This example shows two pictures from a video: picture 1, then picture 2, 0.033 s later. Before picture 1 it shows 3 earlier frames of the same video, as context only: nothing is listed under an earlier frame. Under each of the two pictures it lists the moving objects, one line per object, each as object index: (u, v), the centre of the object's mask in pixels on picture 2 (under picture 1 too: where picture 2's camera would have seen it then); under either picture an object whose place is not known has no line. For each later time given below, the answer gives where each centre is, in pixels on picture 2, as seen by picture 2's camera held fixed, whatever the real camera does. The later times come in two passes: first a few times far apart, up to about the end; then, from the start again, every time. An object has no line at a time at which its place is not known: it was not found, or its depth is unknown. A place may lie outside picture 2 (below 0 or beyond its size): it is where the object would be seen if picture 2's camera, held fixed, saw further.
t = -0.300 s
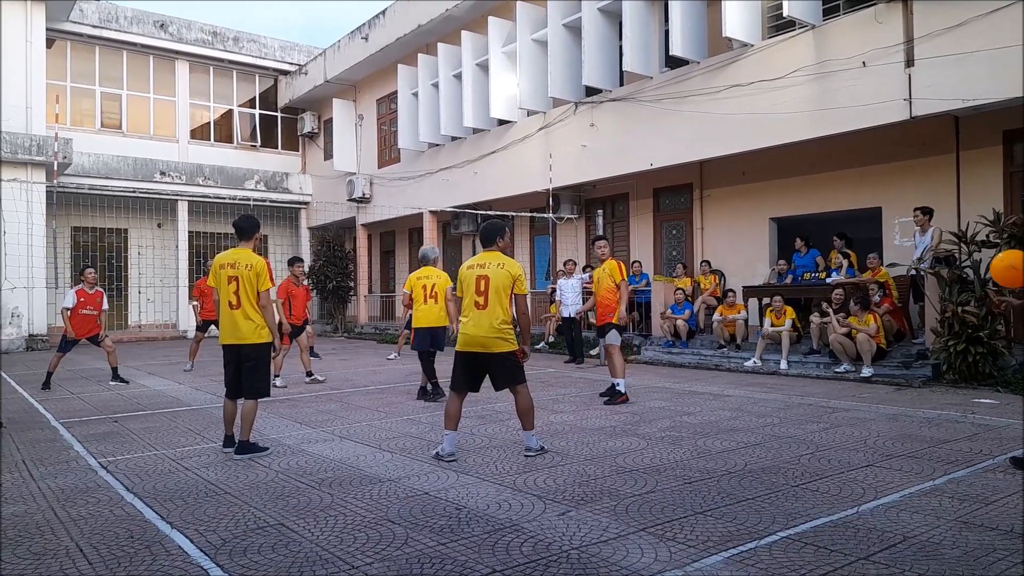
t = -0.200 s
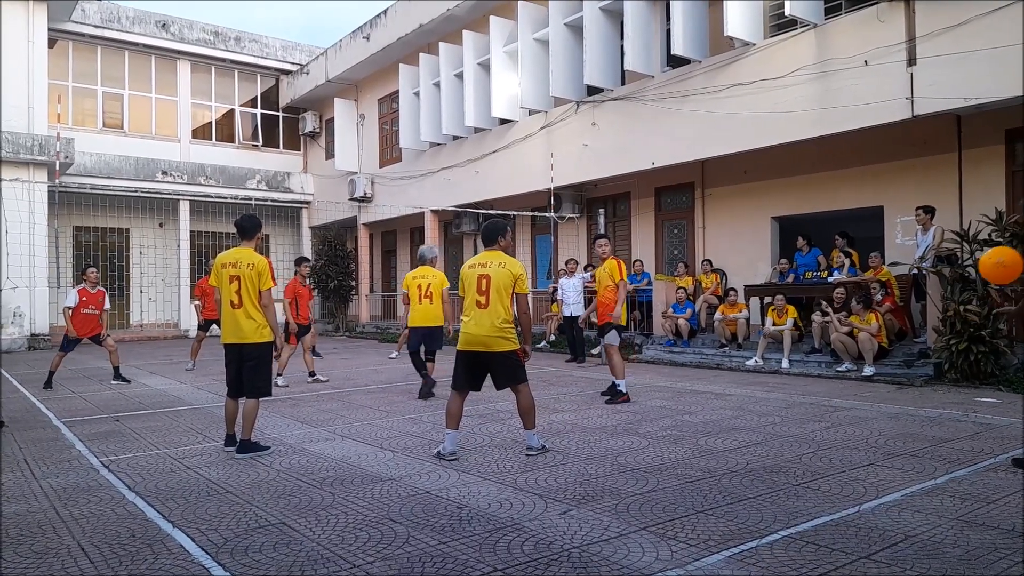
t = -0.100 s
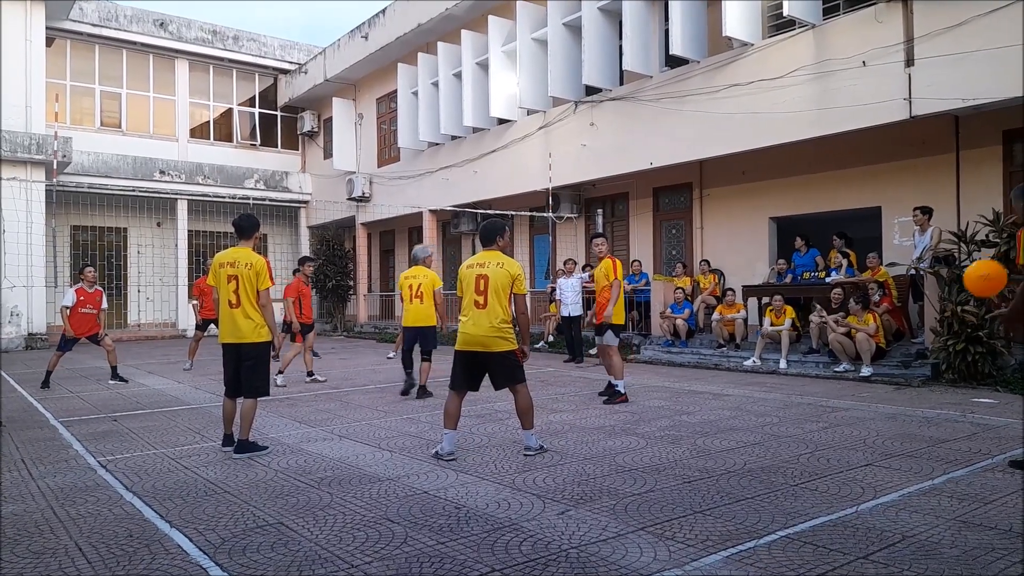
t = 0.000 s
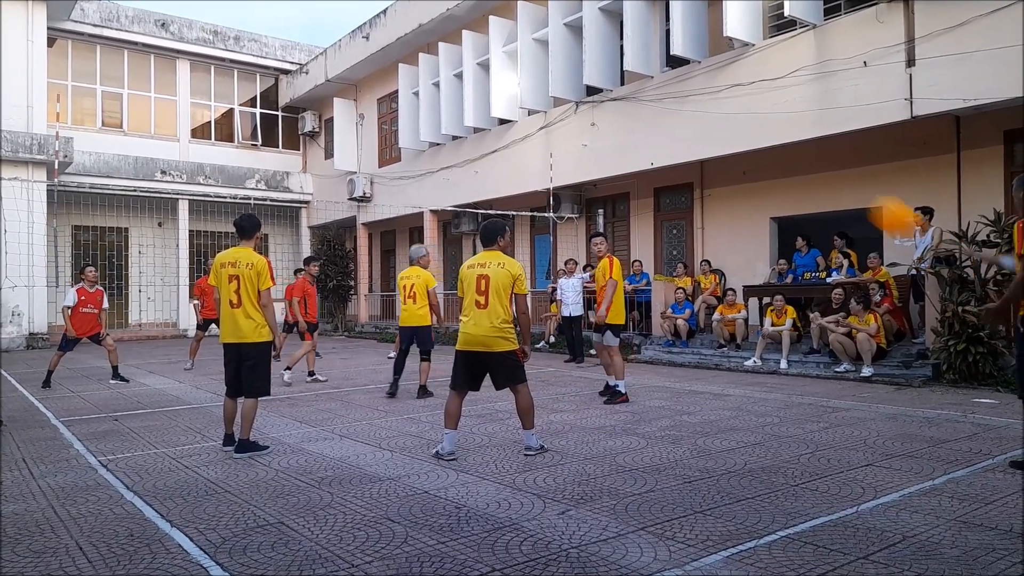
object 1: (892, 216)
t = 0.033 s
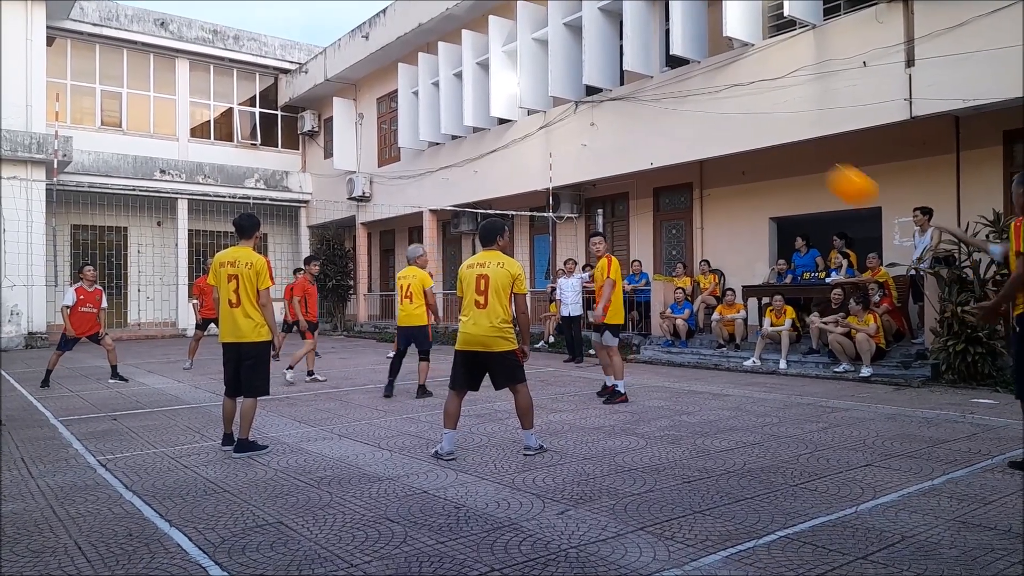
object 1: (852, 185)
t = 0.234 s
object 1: (665, 70)
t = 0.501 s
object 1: (509, 23)
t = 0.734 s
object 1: (416, 41)
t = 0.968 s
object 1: (348, 96)
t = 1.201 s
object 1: (296, 177)
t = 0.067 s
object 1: (814, 159)
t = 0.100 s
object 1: (779, 137)
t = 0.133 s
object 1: (745, 114)
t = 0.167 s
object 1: (717, 98)
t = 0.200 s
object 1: (689, 82)
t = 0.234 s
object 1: (665, 70)
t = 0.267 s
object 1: (641, 59)
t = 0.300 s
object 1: (617, 49)
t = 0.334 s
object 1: (599, 43)
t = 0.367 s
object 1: (576, 35)
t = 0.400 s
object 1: (561, 32)
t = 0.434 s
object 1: (541, 28)
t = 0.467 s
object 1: (525, 26)
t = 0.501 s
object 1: (509, 23)
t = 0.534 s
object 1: (493, 23)
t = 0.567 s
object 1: (478, 24)
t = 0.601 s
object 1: (466, 25)
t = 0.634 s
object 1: (452, 28)
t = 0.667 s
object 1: (440, 32)
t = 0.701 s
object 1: (428, 36)
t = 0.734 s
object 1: (416, 41)
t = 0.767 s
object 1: (406, 47)
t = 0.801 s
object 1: (395, 53)
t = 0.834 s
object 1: (385, 61)
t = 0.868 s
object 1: (375, 69)
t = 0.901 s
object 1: (365, 78)
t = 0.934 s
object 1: (356, 87)
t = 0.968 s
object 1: (348, 96)
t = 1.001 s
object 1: (339, 106)
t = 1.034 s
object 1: (330, 117)
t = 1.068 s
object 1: (323, 128)
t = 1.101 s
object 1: (315, 140)
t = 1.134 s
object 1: (309, 150)
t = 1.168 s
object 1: (302, 164)
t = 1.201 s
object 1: (296, 177)
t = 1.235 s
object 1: (289, 190)
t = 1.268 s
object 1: (283, 206)
